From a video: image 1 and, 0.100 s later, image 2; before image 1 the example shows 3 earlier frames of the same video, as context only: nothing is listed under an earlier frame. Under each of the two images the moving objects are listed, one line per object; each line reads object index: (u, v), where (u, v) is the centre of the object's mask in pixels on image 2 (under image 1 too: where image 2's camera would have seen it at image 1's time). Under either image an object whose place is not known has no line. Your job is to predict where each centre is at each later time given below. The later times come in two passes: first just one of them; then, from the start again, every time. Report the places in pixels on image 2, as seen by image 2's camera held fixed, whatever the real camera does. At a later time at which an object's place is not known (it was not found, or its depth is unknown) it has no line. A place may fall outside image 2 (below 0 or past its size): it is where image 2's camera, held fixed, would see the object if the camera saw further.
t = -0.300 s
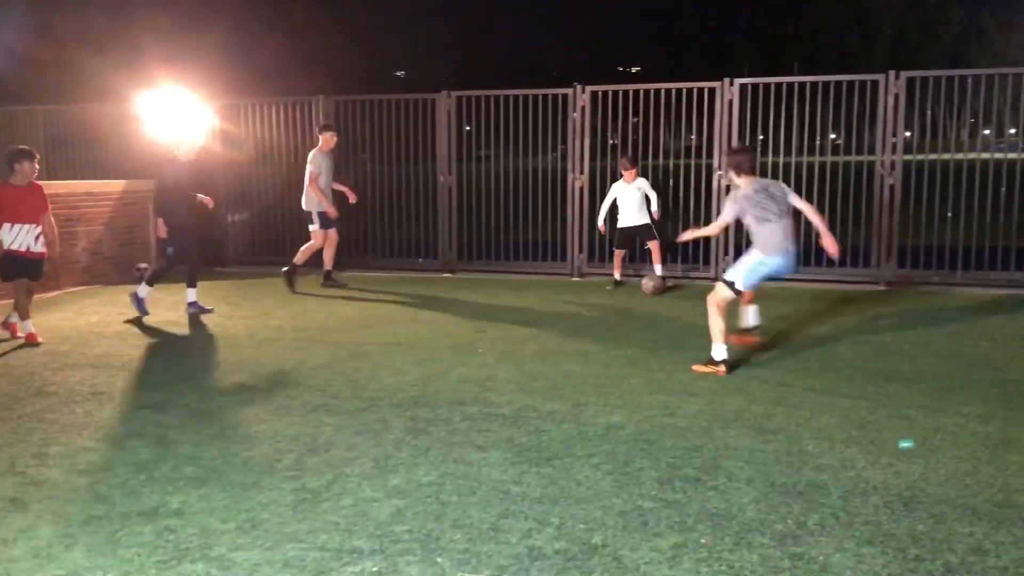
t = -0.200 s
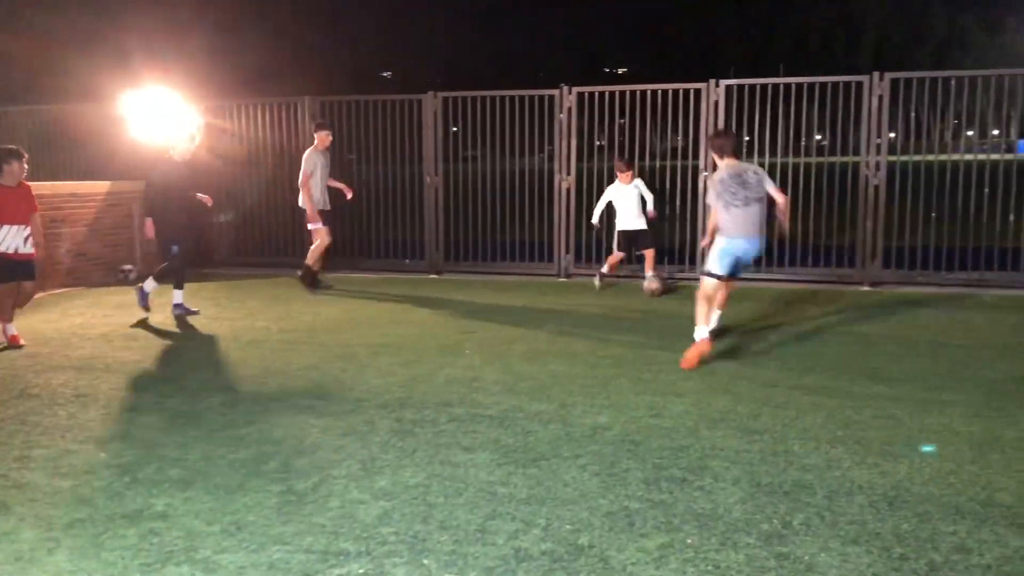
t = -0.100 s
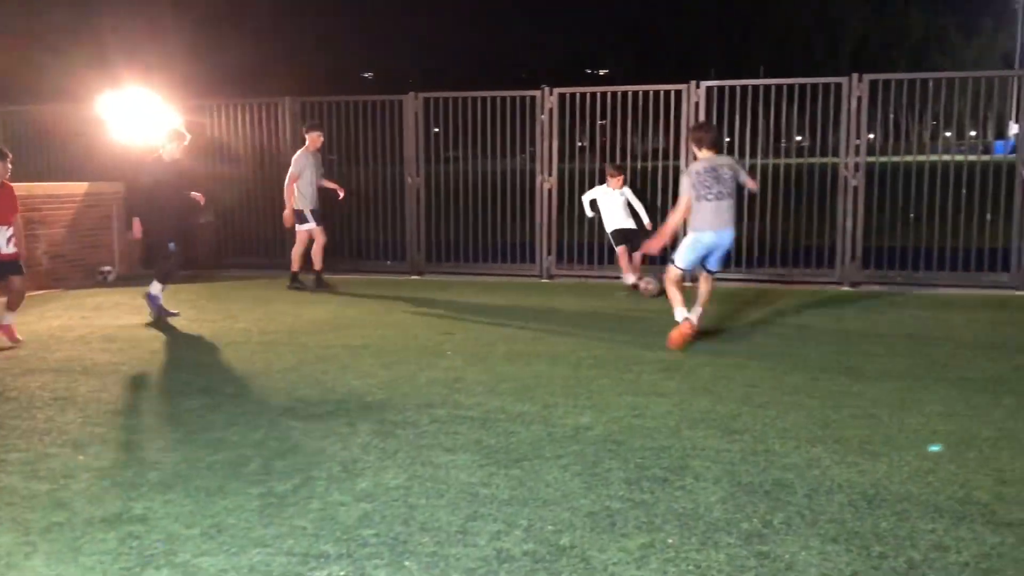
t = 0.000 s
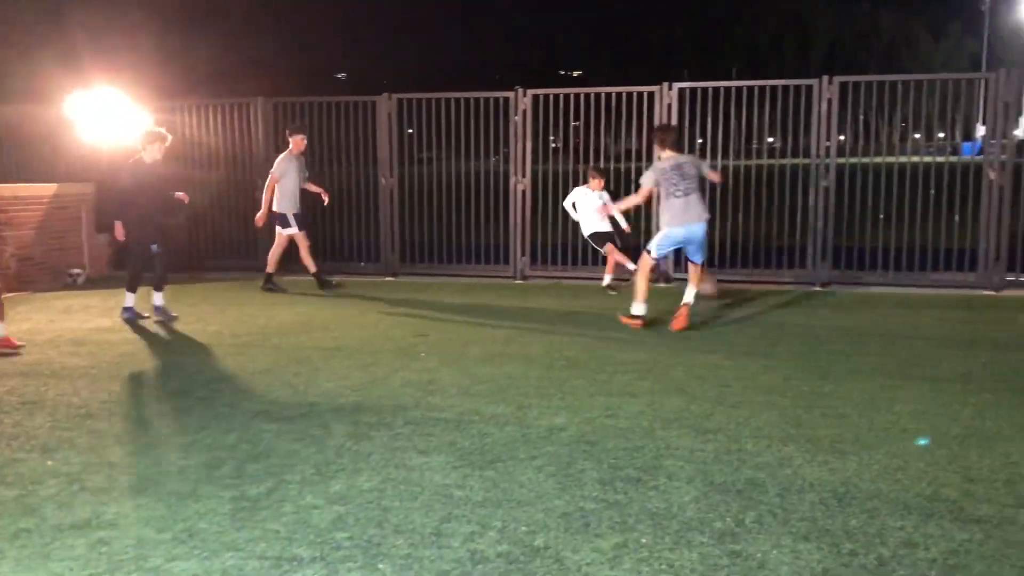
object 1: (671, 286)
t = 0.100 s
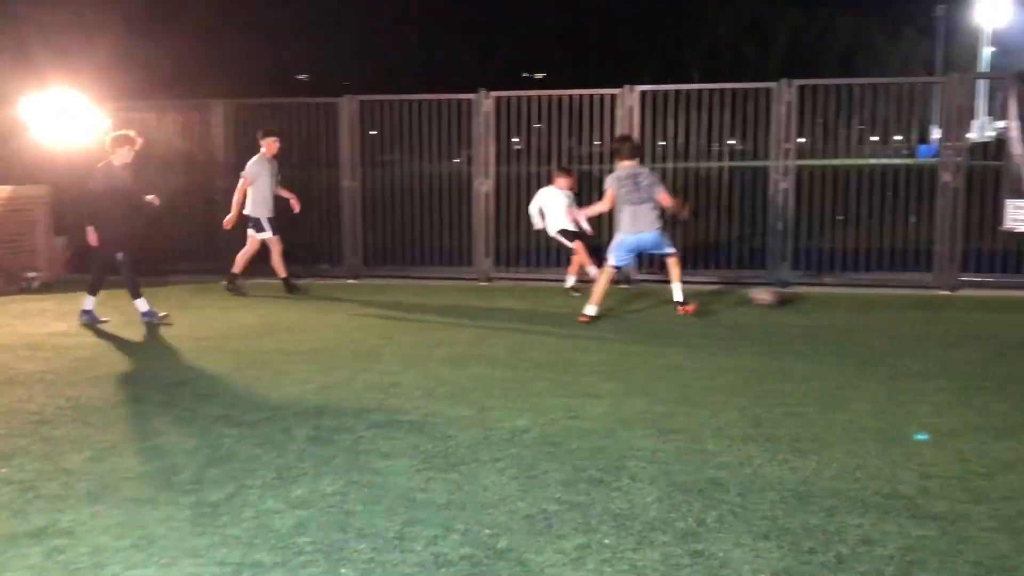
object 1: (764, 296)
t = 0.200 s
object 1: (857, 300)
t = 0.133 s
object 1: (796, 299)
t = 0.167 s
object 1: (825, 299)
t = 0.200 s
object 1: (857, 300)
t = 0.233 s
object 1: (887, 302)
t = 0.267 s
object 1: (920, 304)
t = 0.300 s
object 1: (950, 303)
